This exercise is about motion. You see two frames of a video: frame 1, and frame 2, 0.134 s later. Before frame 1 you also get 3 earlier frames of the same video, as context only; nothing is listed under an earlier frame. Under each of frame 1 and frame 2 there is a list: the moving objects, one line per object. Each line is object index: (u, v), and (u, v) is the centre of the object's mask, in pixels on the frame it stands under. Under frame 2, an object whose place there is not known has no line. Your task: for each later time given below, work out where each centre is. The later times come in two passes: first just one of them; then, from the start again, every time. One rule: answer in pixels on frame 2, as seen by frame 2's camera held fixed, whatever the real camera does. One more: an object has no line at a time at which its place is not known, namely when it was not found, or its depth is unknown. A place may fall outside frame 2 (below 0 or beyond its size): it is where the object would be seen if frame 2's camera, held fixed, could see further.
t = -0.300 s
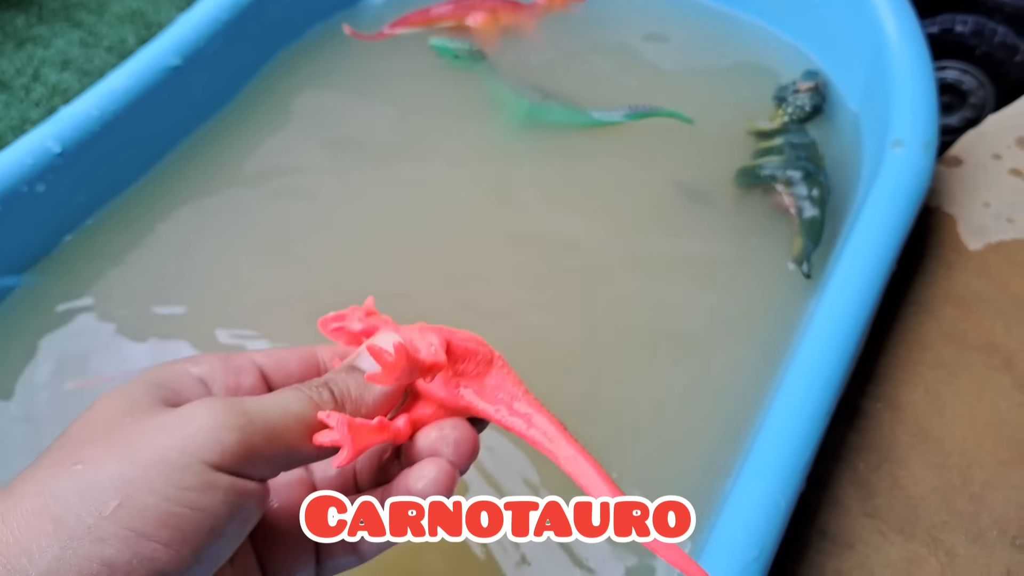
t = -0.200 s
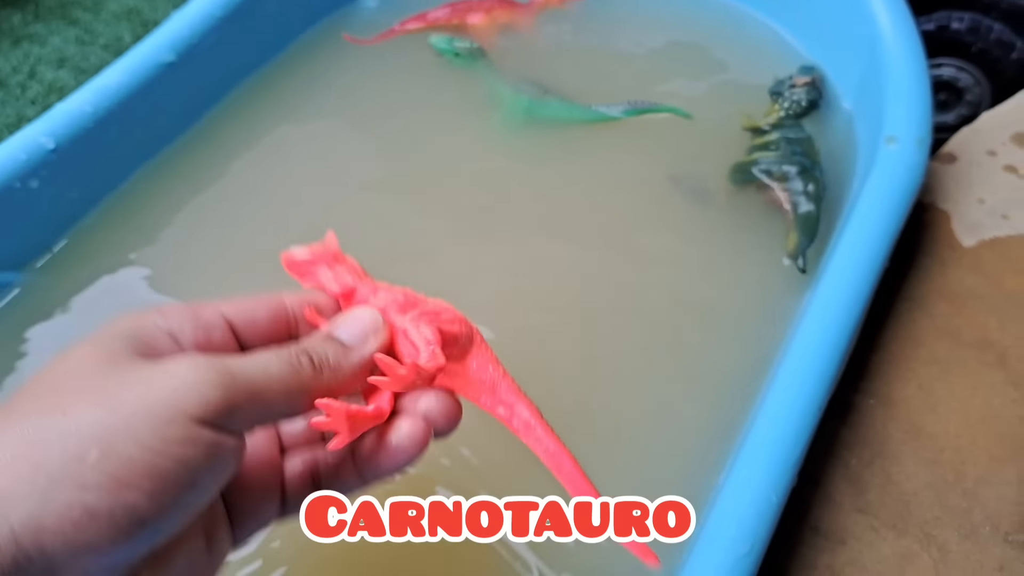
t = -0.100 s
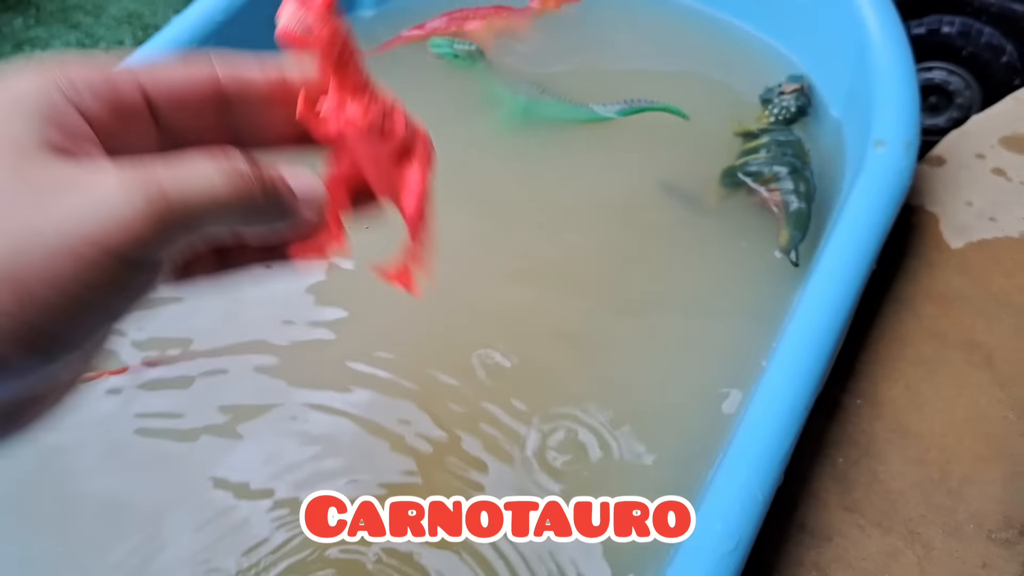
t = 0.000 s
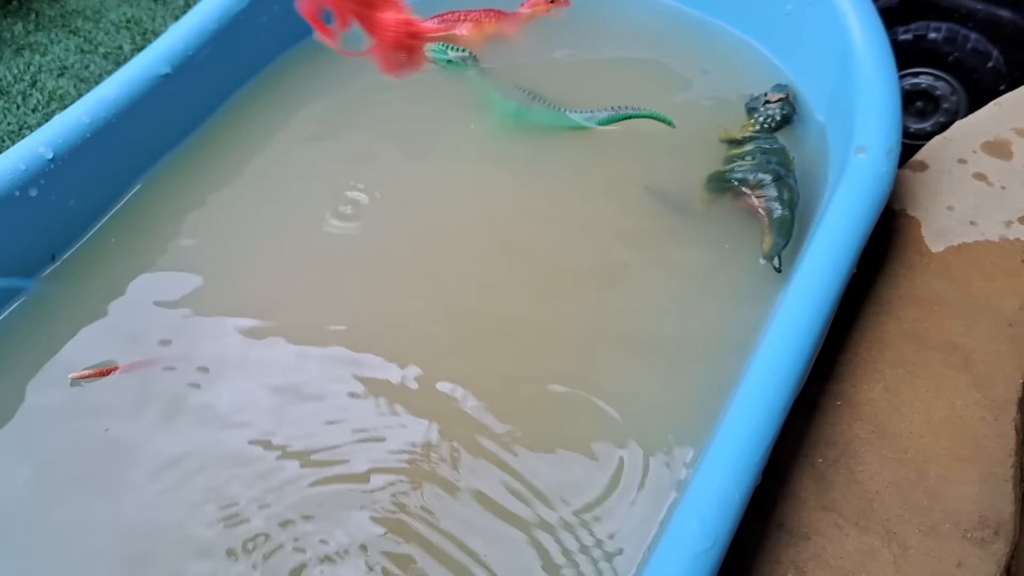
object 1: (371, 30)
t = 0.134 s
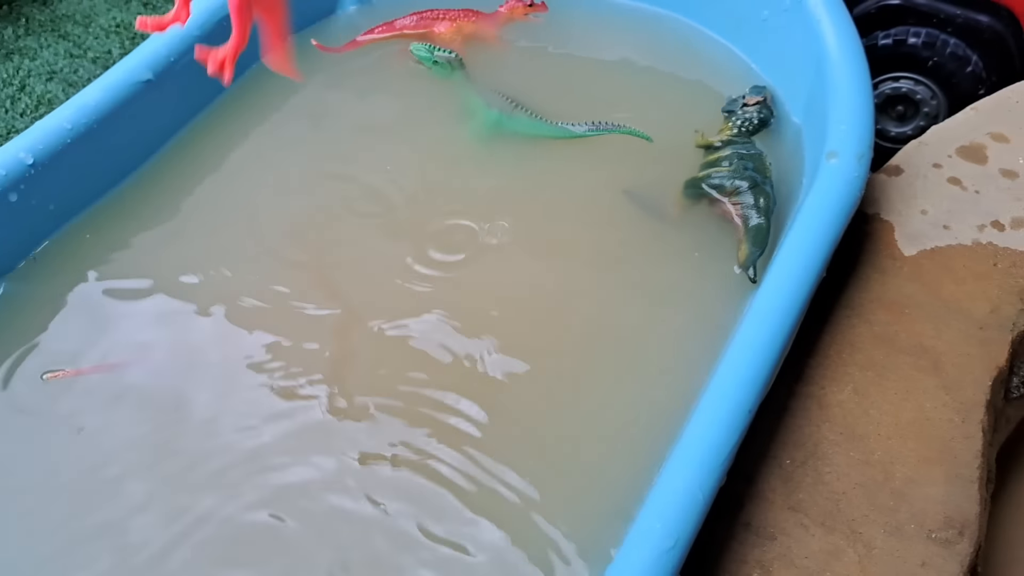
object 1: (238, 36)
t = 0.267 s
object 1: (239, 131)
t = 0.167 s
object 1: (228, 41)
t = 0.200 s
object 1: (263, 103)
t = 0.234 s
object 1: (246, 136)
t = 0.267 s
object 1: (239, 131)
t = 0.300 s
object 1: (273, 180)
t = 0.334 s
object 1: (283, 200)
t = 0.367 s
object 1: (287, 222)
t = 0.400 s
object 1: (292, 231)
